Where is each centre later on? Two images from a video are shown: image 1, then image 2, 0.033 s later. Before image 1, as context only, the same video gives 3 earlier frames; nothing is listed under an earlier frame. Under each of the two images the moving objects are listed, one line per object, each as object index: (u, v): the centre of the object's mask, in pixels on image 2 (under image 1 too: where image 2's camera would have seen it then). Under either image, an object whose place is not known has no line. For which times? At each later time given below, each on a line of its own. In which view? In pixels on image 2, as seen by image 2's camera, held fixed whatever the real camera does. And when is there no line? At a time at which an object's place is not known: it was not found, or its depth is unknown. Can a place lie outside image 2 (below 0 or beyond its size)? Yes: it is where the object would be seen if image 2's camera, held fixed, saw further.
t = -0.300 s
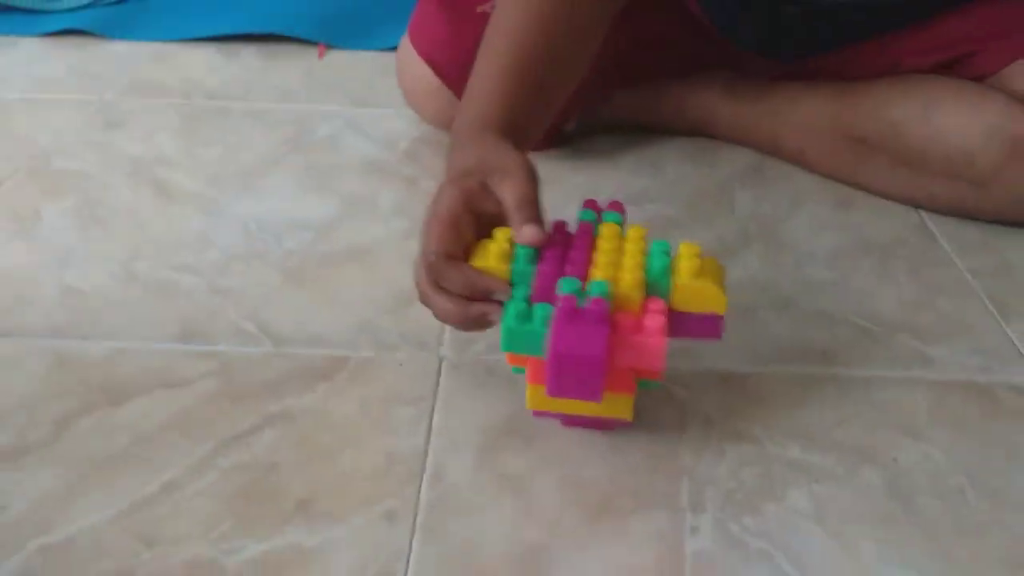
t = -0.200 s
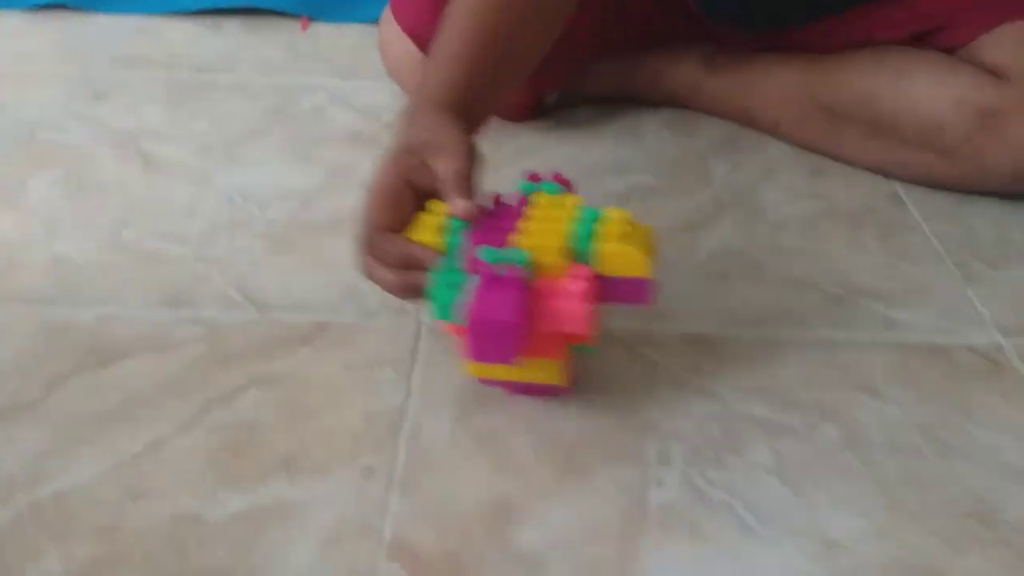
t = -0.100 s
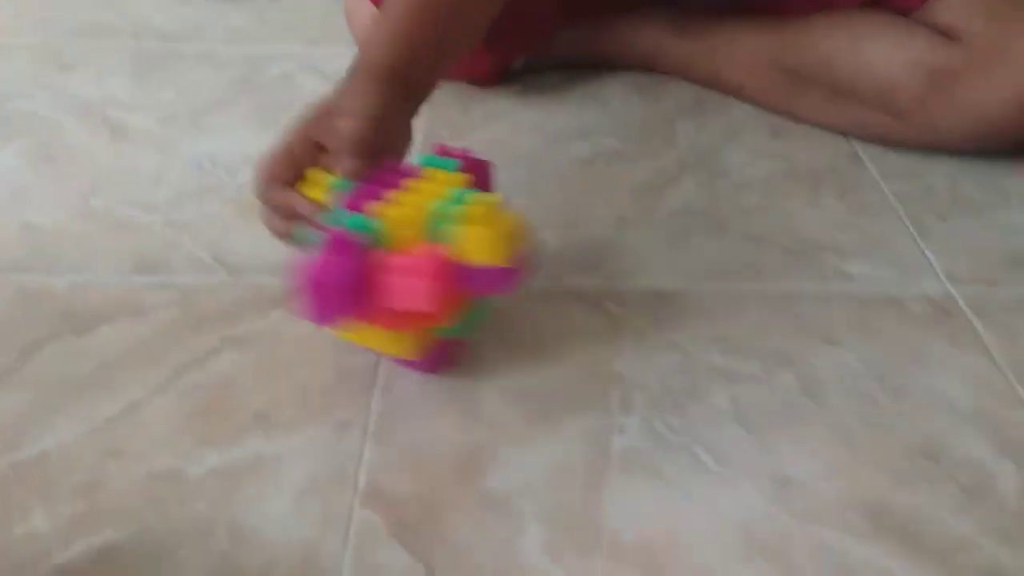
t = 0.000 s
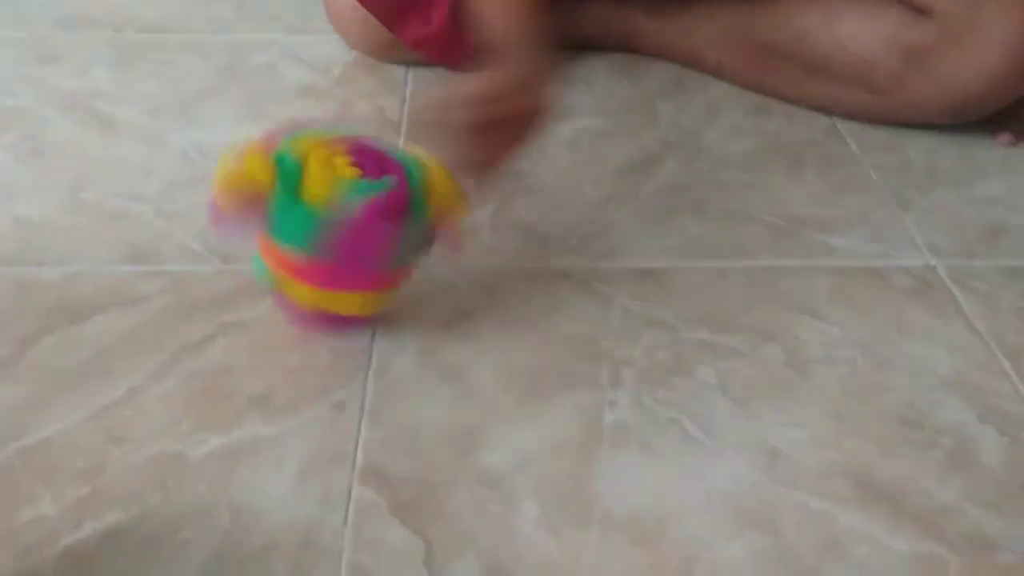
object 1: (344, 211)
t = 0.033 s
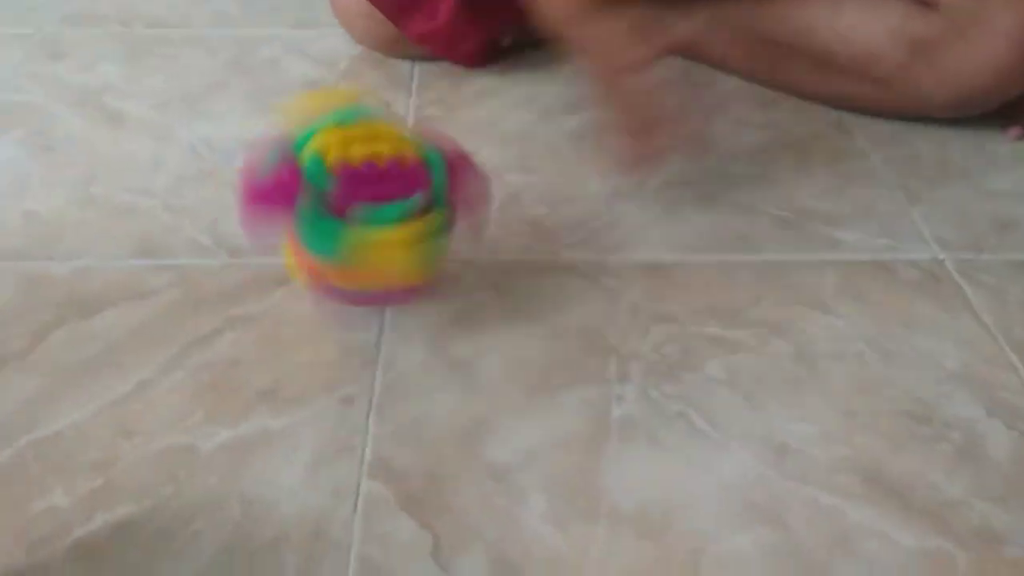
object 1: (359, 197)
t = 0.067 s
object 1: (367, 184)
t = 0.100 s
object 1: (379, 178)
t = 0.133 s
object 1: (388, 176)
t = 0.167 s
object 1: (404, 173)
